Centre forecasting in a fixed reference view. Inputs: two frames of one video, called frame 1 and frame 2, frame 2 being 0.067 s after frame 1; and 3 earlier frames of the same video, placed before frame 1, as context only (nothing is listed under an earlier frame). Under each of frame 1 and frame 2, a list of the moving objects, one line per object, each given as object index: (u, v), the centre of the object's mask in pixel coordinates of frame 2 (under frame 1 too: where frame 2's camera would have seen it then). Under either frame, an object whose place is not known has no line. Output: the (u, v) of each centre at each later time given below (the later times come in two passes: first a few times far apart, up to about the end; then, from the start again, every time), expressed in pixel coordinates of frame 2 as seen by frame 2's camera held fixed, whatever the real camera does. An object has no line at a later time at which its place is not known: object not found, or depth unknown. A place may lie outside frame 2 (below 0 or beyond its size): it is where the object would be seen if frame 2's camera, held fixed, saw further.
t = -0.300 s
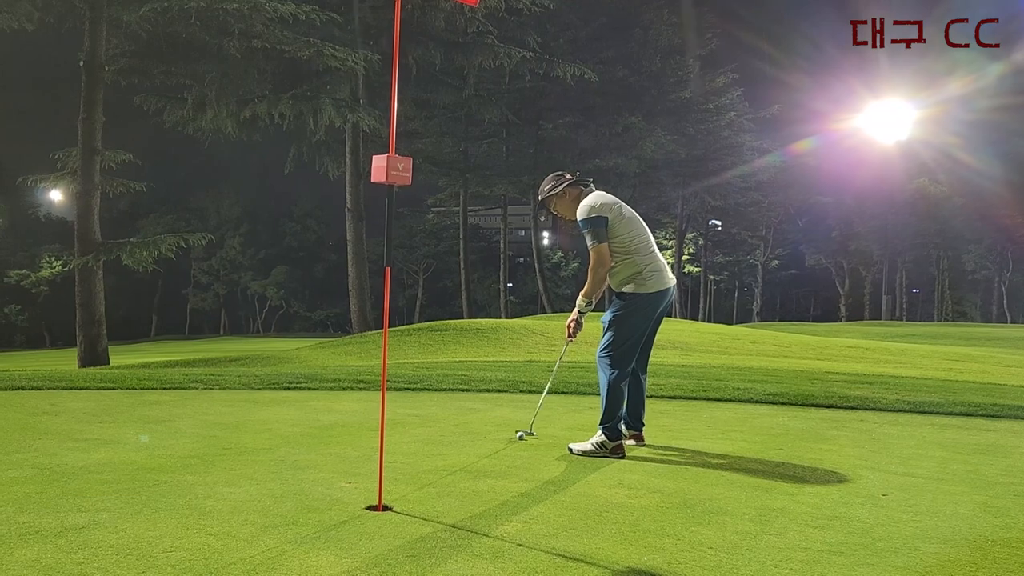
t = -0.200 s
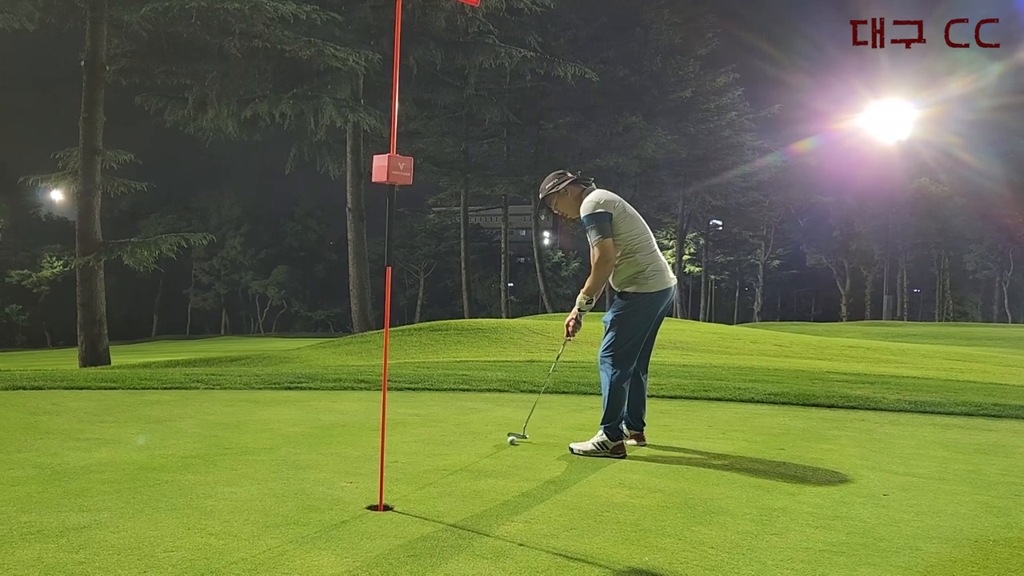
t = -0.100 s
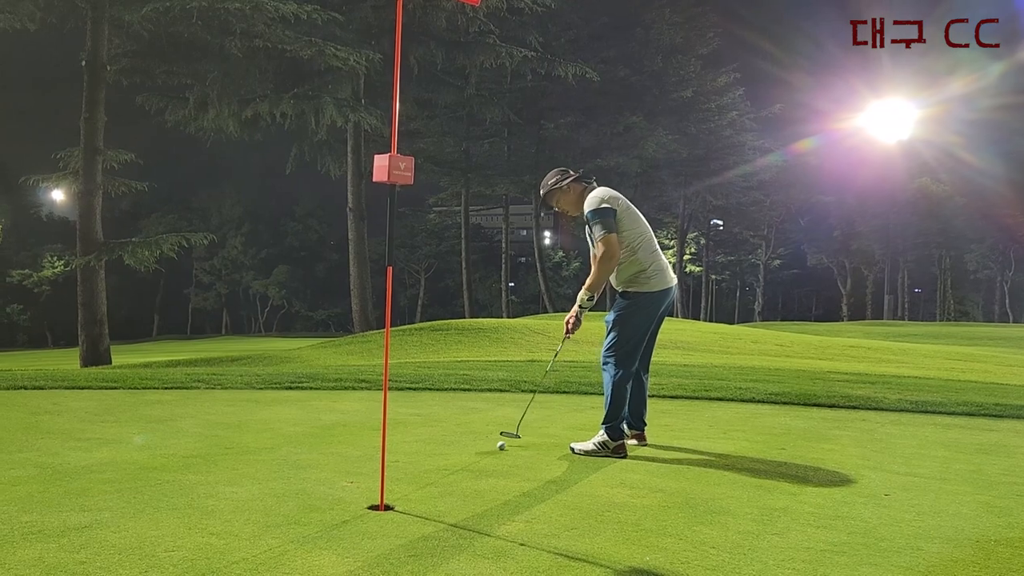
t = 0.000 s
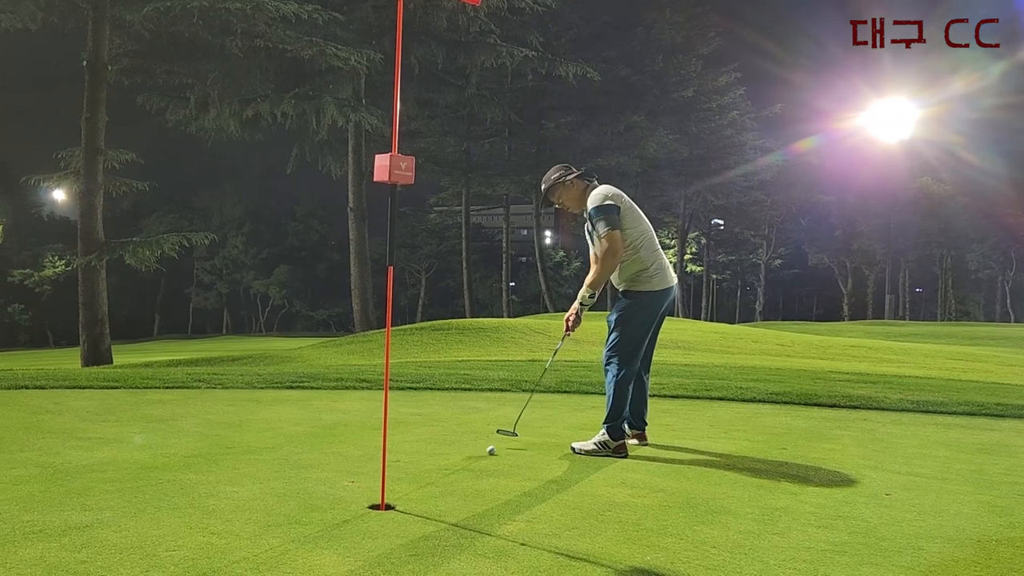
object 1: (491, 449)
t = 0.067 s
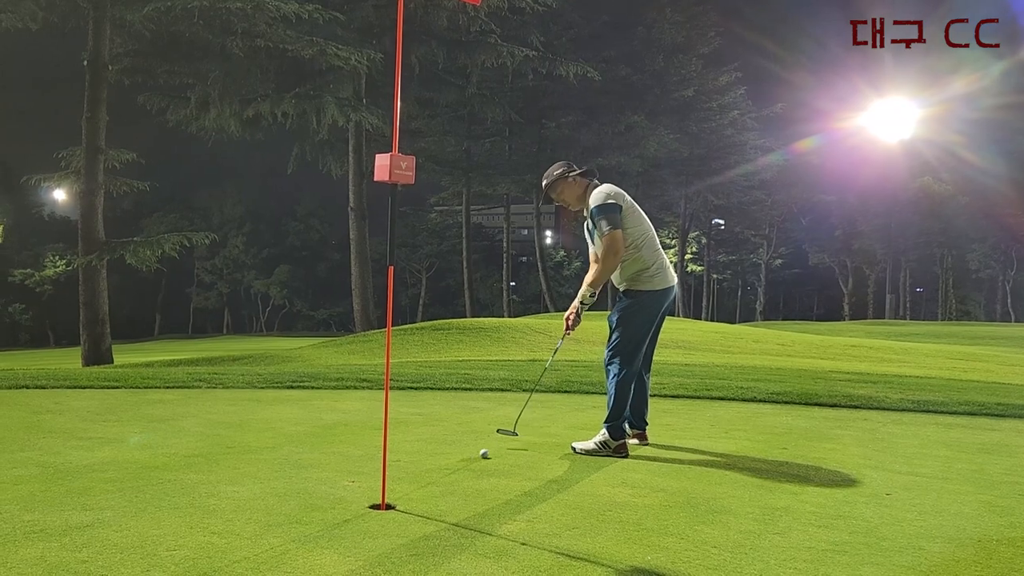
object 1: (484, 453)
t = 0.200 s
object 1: (468, 460)
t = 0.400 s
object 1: (444, 470)
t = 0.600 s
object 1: (421, 480)
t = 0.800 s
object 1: (399, 489)
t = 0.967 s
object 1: (387, 495)
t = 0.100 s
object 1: (479, 455)
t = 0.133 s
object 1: (476, 457)
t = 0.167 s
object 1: (472, 458)
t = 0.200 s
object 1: (468, 460)
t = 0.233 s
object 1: (464, 462)
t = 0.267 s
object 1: (460, 463)
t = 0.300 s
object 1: (456, 465)
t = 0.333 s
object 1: (452, 467)
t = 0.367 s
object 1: (448, 468)
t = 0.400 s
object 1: (444, 470)
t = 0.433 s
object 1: (440, 472)
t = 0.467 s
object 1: (437, 473)
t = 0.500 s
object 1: (433, 475)
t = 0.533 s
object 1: (429, 476)
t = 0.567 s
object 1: (425, 478)
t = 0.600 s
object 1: (421, 480)
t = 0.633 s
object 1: (417, 481)
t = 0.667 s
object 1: (413, 483)
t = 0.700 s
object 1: (410, 484)
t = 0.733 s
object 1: (406, 486)
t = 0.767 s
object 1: (403, 487)
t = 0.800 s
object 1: (399, 489)
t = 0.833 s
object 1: (396, 490)
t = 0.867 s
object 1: (393, 491)
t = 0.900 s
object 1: (390, 492)
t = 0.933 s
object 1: (389, 494)
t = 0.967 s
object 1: (387, 495)
